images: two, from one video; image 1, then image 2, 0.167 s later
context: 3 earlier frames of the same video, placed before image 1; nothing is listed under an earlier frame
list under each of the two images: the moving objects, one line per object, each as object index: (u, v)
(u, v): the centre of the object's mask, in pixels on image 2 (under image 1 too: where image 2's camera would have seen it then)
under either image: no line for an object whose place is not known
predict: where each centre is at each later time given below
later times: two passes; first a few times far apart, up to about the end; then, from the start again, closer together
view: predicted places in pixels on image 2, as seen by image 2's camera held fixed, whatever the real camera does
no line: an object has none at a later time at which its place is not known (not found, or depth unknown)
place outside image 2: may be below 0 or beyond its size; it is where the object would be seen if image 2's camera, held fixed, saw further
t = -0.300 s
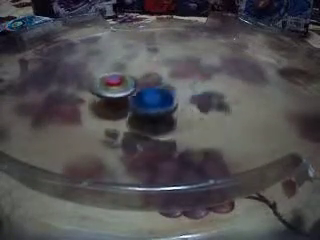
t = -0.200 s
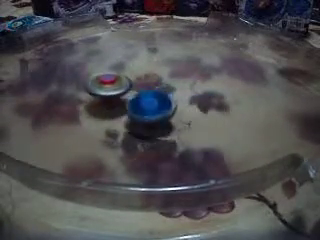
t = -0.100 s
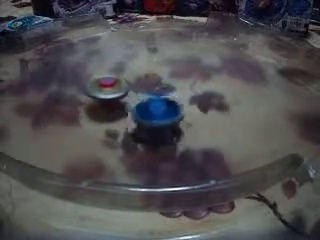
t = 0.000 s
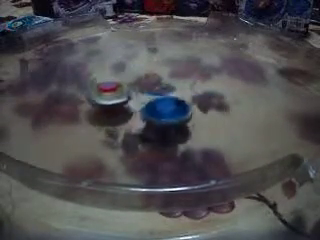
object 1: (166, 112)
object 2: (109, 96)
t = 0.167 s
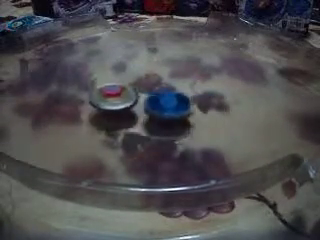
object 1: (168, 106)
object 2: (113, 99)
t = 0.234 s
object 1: (167, 104)
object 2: (112, 99)
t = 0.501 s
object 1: (173, 104)
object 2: (109, 102)
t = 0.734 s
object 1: (186, 102)
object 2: (117, 106)
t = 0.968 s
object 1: (179, 96)
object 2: (128, 115)
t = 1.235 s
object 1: (178, 94)
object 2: (133, 116)
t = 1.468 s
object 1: (177, 93)
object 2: (135, 119)
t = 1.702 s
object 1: (178, 93)
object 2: (138, 120)
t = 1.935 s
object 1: (178, 90)
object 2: (137, 121)
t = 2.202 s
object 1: (172, 89)
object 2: (135, 122)
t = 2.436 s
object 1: (172, 90)
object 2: (137, 120)
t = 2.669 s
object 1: (177, 90)
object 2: (137, 120)
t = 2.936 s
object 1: (189, 86)
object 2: (110, 121)
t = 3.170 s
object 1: (181, 90)
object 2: (121, 122)
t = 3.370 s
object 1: (186, 91)
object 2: (133, 125)
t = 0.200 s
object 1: (166, 104)
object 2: (114, 100)
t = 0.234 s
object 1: (167, 104)
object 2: (112, 99)
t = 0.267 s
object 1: (166, 103)
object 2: (111, 99)
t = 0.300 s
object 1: (165, 104)
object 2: (111, 98)
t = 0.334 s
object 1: (164, 104)
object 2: (111, 99)
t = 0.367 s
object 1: (165, 104)
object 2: (112, 100)
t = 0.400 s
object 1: (165, 104)
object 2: (112, 102)
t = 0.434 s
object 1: (167, 105)
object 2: (110, 101)
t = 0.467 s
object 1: (169, 105)
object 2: (109, 101)
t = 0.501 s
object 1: (173, 104)
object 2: (109, 102)
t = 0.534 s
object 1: (176, 104)
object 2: (110, 102)
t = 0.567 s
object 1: (180, 104)
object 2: (111, 103)
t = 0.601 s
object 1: (183, 105)
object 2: (112, 103)
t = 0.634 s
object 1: (184, 104)
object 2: (113, 104)
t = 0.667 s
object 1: (186, 104)
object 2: (114, 105)
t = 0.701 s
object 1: (186, 103)
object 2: (115, 105)
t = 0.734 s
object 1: (186, 102)
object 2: (117, 106)
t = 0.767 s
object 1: (186, 102)
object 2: (119, 107)
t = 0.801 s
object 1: (186, 101)
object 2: (120, 107)
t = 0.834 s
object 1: (187, 99)
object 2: (121, 109)
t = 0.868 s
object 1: (185, 99)
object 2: (123, 109)
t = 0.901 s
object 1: (183, 98)
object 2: (125, 110)
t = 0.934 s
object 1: (182, 97)
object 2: (127, 114)
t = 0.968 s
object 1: (179, 96)
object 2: (128, 115)
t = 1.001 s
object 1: (178, 94)
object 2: (129, 115)
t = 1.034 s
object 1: (177, 95)
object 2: (129, 115)
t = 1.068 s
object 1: (177, 96)
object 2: (129, 115)
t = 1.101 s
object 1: (178, 94)
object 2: (130, 115)
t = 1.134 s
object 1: (178, 95)
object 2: (131, 115)
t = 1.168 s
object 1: (177, 96)
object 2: (132, 116)
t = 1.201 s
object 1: (178, 93)
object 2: (133, 116)
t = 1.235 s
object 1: (178, 94)
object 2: (133, 116)
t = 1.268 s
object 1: (178, 95)
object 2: (135, 116)
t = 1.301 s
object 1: (178, 93)
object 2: (135, 117)
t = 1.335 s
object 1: (178, 93)
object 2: (135, 117)
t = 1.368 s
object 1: (178, 93)
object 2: (137, 118)
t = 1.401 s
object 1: (177, 92)
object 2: (136, 118)
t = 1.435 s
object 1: (177, 92)
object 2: (135, 118)
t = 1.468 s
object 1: (177, 93)
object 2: (135, 119)
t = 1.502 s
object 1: (177, 93)
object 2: (136, 119)
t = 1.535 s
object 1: (177, 93)
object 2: (136, 119)
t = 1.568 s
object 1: (177, 95)
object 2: (135, 119)
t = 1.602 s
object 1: (177, 93)
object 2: (136, 120)
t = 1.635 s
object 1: (177, 92)
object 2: (136, 119)
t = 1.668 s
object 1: (178, 93)
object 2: (137, 120)
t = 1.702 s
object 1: (178, 93)
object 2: (138, 120)
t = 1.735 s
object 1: (177, 93)
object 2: (138, 120)
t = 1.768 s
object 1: (178, 94)
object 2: (138, 120)
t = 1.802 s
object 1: (178, 93)
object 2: (137, 121)
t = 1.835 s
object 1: (178, 92)
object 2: (137, 121)
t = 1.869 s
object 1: (179, 92)
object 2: (136, 120)
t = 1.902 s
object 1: (179, 91)
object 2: (137, 121)
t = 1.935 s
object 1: (178, 90)
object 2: (137, 121)
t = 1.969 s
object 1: (176, 89)
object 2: (136, 121)
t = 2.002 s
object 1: (174, 89)
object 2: (136, 121)
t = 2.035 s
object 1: (173, 90)
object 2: (137, 122)
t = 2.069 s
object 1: (173, 89)
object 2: (138, 122)
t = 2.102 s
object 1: (173, 90)
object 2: (138, 122)
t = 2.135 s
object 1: (172, 90)
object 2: (136, 122)
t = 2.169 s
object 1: (172, 89)
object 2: (135, 122)
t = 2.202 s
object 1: (172, 89)
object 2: (135, 122)
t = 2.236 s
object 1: (172, 89)
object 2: (135, 122)
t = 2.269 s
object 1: (172, 89)
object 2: (136, 122)
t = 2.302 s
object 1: (172, 88)
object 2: (136, 121)
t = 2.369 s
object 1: (172, 88)
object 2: (136, 121)
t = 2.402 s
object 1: (172, 89)
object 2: (137, 121)
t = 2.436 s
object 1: (172, 90)
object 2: (137, 120)
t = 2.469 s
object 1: (172, 90)
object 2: (136, 120)
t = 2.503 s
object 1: (175, 90)
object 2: (135, 120)
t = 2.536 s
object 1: (175, 91)
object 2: (135, 120)
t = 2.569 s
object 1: (175, 91)
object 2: (135, 120)
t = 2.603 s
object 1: (175, 91)
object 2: (135, 120)
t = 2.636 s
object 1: (175, 91)
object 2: (136, 120)
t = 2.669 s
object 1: (177, 90)
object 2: (137, 120)
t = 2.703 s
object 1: (178, 90)
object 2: (137, 120)
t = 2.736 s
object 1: (177, 90)
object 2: (137, 120)
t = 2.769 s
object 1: (181, 87)
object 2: (131, 123)
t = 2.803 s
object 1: (187, 87)
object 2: (119, 125)
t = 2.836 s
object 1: (190, 86)
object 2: (110, 127)
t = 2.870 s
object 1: (190, 85)
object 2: (109, 122)
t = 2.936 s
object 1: (189, 86)
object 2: (110, 121)
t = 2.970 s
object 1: (188, 87)
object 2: (111, 121)
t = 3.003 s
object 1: (187, 88)
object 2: (111, 118)
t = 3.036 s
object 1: (185, 89)
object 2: (113, 121)
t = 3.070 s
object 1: (183, 88)
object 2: (115, 122)
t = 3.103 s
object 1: (182, 88)
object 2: (117, 121)
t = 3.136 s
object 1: (181, 88)
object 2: (118, 121)
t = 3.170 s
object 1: (181, 90)
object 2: (121, 122)
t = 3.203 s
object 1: (181, 91)
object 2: (123, 125)
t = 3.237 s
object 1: (181, 91)
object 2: (124, 125)
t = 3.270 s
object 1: (183, 89)
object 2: (126, 126)
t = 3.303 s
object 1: (184, 92)
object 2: (129, 125)
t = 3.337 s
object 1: (184, 91)
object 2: (131, 125)
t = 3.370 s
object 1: (186, 91)
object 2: (133, 125)
